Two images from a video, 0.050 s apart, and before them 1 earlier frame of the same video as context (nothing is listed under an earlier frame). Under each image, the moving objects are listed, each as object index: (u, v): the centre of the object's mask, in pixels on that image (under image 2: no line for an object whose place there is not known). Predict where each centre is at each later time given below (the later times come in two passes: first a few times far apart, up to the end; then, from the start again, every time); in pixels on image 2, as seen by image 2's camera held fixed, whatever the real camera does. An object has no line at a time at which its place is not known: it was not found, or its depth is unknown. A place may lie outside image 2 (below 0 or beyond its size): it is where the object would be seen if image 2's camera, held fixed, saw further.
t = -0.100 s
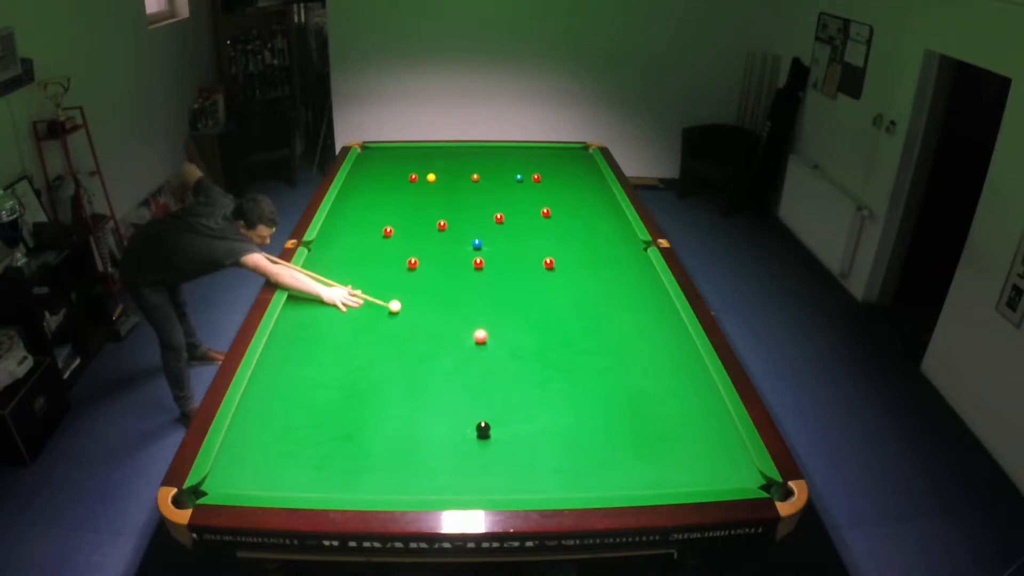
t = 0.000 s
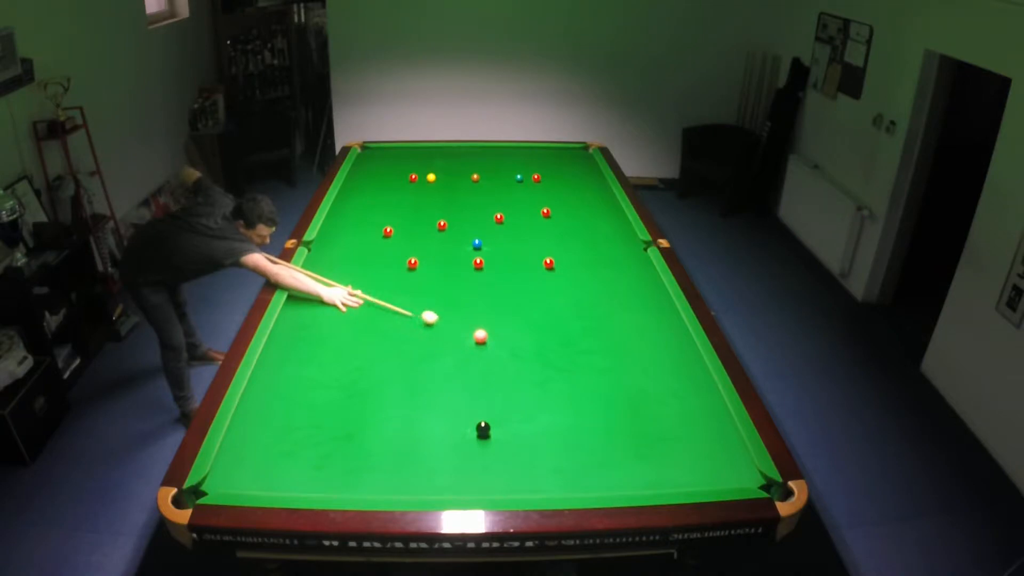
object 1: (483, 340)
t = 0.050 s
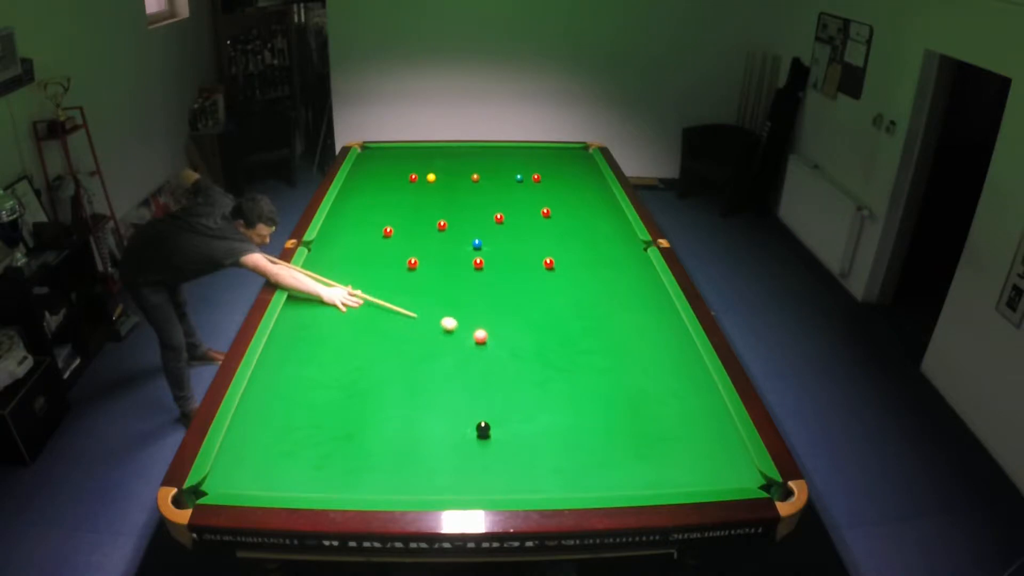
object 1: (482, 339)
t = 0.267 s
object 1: (523, 360)
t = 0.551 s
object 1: (595, 398)
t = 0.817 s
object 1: (668, 437)
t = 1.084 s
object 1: (747, 477)
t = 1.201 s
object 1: (779, 499)
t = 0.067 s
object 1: (481, 338)
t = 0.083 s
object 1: (481, 338)
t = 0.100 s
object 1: (481, 338)
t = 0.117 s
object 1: (484, 339)
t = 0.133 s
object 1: (488, 341)
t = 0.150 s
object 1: (492, 343)
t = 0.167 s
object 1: (497, 346)
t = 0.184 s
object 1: (502, 348)
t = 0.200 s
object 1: (506, 351)
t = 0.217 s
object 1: (511, 353)
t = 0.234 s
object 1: (515, 355)
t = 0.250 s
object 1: (519, 358)
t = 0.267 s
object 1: (523, 360)
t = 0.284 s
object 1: (527, 362)
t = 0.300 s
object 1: (531, 364)
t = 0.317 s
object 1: (535, 366)
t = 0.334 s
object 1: (539, 368)
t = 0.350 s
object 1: (543, 370)
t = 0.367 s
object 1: (547, 373)
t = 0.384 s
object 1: (552, 375)
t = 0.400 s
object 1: (556, 377)
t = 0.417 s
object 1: (560, 379)
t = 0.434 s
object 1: (564, 382)
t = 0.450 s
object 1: (569, 384)
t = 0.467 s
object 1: (573, 386)
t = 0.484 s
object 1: (577, 389)
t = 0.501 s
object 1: (581, 391)
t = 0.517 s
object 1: (586, 393)
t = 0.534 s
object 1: (590, 395)
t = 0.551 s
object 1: (595, 398)
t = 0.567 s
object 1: (599, 400)
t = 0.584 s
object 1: (603, 402)
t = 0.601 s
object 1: (608, 405)
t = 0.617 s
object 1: (613, 407)
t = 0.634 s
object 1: (617, 410)
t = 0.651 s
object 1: (622, 412)
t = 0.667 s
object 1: (626, 415)
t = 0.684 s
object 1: (631, 417)
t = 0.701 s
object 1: (636, 419)
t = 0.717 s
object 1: (640, 422)
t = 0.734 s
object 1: (645, 425)
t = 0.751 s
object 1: (650, 427)
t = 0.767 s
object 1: (654, 429)
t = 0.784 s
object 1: (659, 432)
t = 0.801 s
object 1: (664, 434)
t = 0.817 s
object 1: (668, 437)
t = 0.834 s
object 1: (673, 440)
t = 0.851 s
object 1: (678, 442)
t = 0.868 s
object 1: (683, 444)
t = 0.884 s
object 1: (688, 447)
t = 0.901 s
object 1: (693, 450)
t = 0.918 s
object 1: (698, 452)
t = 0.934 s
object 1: (702, 455)
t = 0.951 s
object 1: (708, 457)
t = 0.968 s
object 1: (712, 460)
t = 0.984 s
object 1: (717, 463)
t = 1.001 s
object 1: (722, 465)
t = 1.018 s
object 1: (727, 467)
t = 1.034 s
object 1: (732, 470)
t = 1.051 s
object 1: (737, 473)
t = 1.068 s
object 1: (742, 475)
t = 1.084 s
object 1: (747, 477)
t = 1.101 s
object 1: (752, 479)
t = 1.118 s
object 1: (757, 481)
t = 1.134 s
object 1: (762, 484)
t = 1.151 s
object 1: (767, 487)
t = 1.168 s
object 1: (772, 491)
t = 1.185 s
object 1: (776, 495)
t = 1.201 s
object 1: (779, 499)
